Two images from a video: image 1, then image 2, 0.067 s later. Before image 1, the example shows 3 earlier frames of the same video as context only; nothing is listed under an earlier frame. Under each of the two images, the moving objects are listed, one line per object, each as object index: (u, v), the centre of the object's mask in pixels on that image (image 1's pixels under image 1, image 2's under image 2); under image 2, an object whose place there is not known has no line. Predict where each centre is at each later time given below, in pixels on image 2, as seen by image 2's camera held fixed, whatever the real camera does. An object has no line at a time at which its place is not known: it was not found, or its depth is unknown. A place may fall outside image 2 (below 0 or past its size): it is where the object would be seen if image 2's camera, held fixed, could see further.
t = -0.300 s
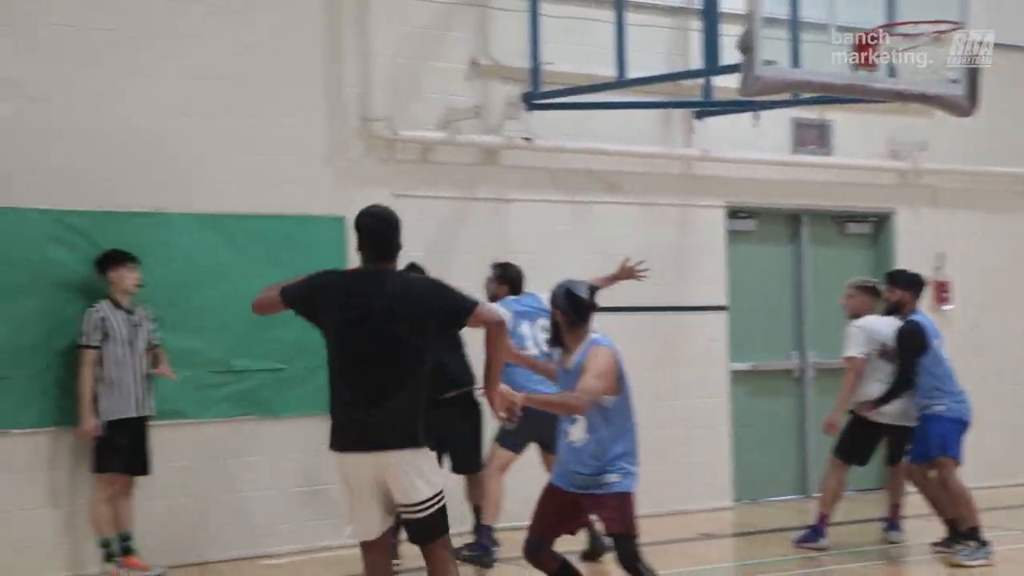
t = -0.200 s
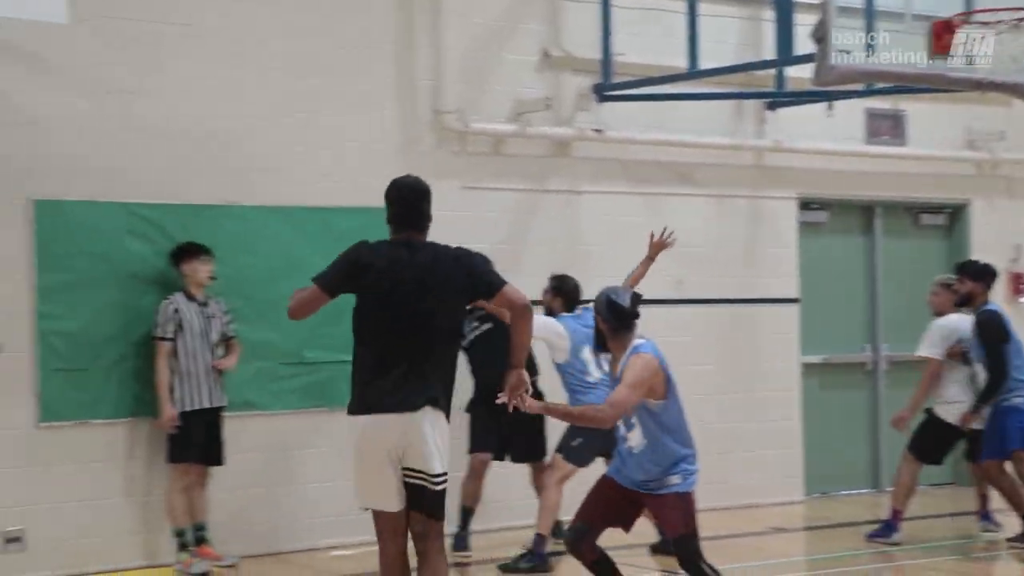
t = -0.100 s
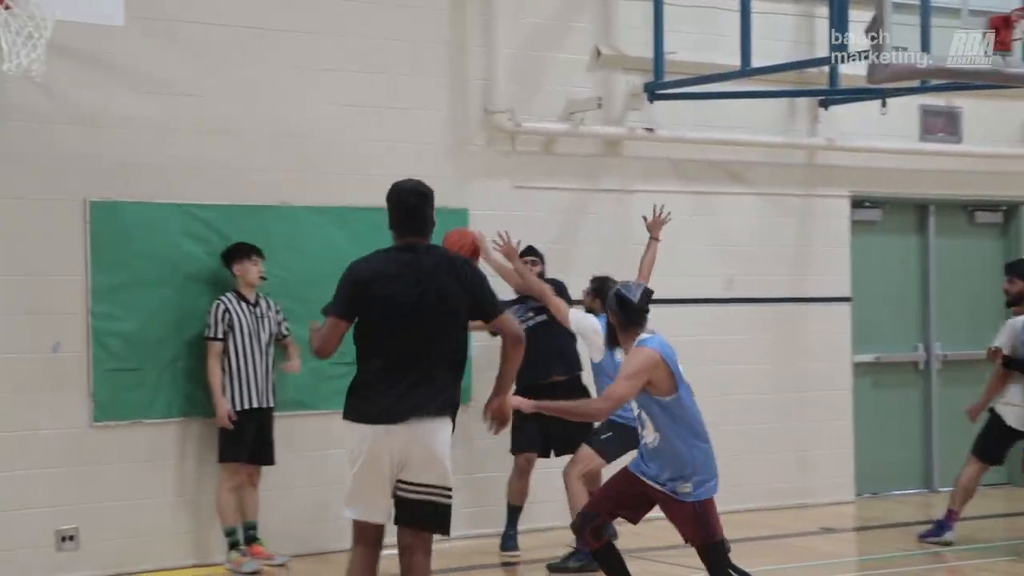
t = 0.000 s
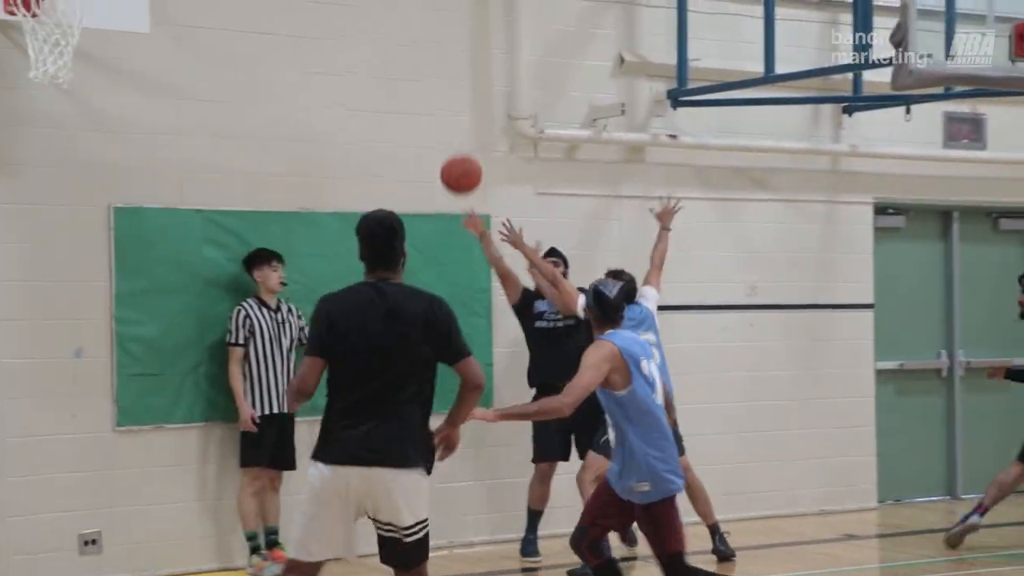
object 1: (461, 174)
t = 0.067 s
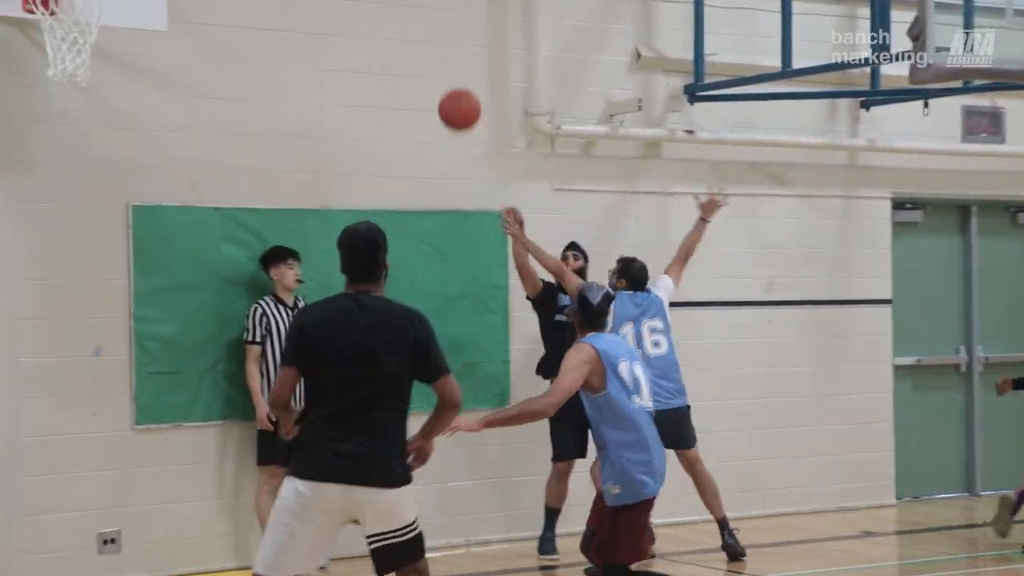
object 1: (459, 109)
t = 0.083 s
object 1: (454, 94)
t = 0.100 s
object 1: (449, 79)
